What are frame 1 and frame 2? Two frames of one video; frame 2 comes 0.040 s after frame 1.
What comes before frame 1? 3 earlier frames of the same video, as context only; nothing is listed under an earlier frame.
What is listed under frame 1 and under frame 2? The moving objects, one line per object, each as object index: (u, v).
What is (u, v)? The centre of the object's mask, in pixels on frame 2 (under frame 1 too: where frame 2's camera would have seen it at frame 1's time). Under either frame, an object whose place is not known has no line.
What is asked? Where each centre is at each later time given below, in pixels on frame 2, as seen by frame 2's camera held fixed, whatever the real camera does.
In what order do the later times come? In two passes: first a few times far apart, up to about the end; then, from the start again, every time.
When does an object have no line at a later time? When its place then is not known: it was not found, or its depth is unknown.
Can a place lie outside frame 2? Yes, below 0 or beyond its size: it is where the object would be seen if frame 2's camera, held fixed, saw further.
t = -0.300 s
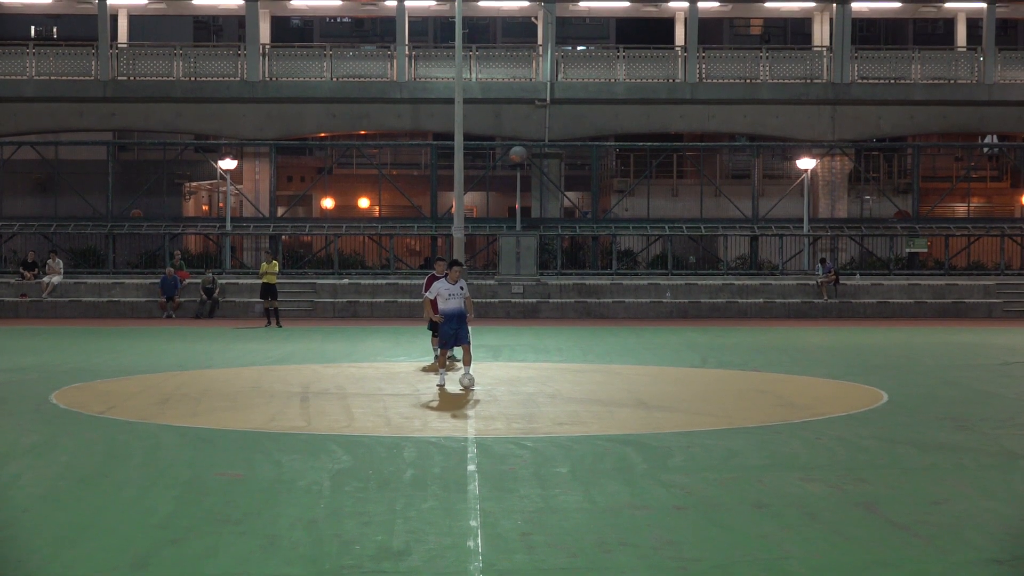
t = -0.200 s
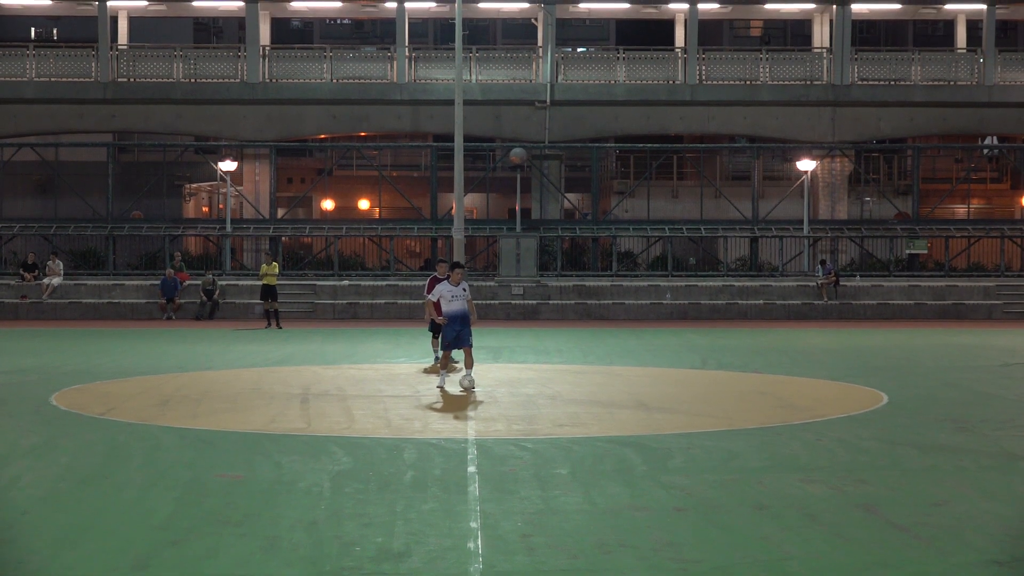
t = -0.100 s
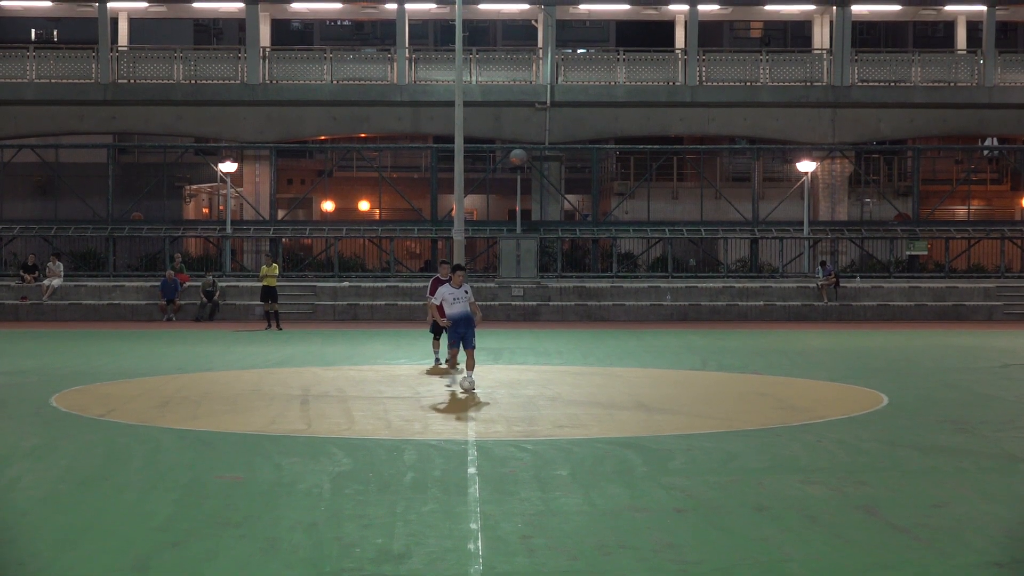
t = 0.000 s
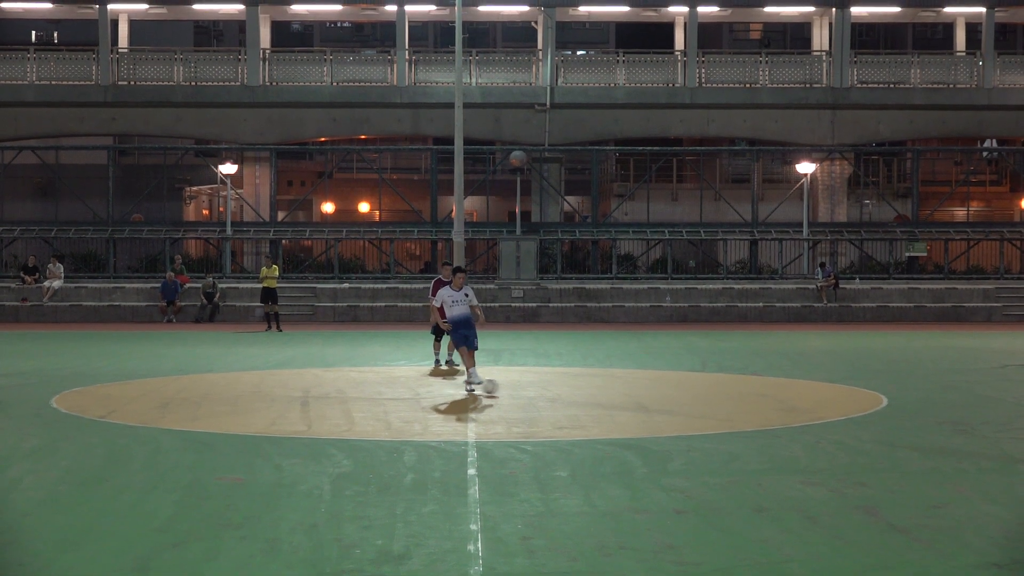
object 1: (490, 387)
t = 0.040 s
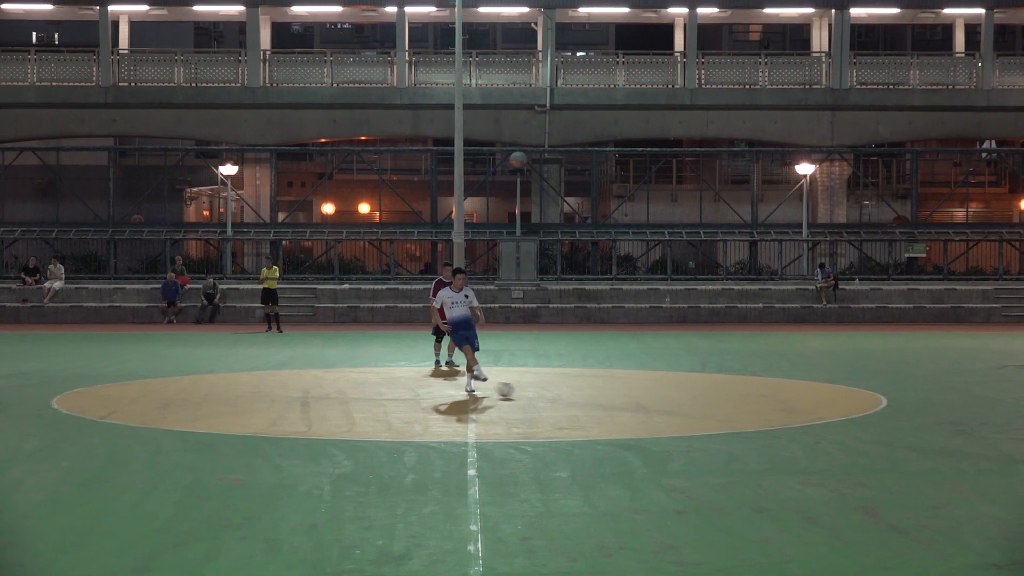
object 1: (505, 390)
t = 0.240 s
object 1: (579, 399)
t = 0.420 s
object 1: (642, 406)
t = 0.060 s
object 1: (513, 391)
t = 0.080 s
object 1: (520, 392)
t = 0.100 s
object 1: (528, 392)
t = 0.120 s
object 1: (535, 393)
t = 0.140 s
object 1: (543, 394)
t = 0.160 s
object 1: (550, 396)
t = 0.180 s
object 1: (557, 397)
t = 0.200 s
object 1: (565, 398)
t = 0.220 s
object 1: (572, 398)
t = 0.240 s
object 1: (579, 399)
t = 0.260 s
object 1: (587, 401)
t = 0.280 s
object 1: (594, 402)
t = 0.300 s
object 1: (601, 402)
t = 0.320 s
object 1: (608, 403)
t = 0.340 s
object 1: (615, 404)
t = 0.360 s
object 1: (621, 404)
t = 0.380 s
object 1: (629, 405)
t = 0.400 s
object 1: (636, 406)
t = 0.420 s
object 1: (642, 406)
